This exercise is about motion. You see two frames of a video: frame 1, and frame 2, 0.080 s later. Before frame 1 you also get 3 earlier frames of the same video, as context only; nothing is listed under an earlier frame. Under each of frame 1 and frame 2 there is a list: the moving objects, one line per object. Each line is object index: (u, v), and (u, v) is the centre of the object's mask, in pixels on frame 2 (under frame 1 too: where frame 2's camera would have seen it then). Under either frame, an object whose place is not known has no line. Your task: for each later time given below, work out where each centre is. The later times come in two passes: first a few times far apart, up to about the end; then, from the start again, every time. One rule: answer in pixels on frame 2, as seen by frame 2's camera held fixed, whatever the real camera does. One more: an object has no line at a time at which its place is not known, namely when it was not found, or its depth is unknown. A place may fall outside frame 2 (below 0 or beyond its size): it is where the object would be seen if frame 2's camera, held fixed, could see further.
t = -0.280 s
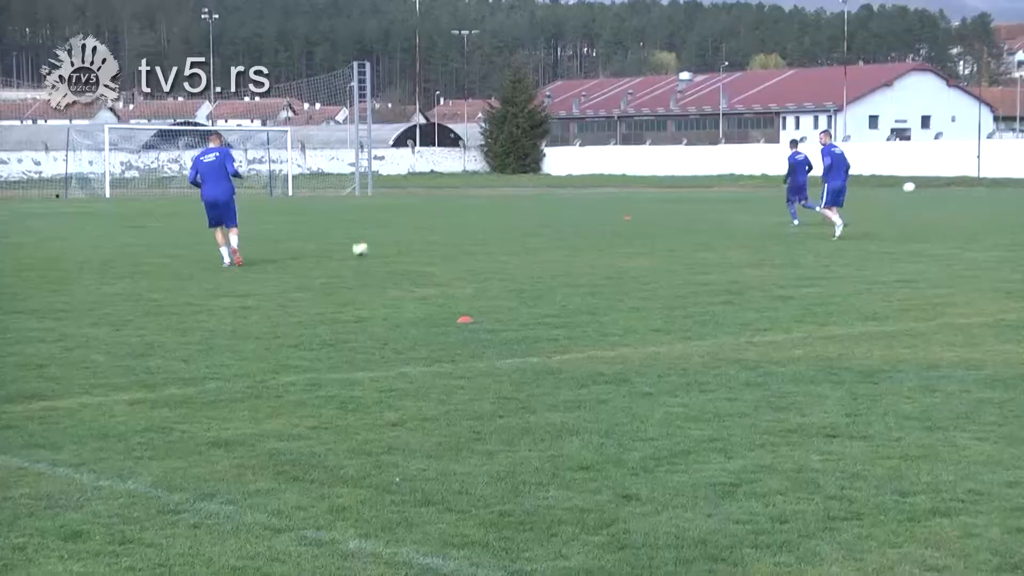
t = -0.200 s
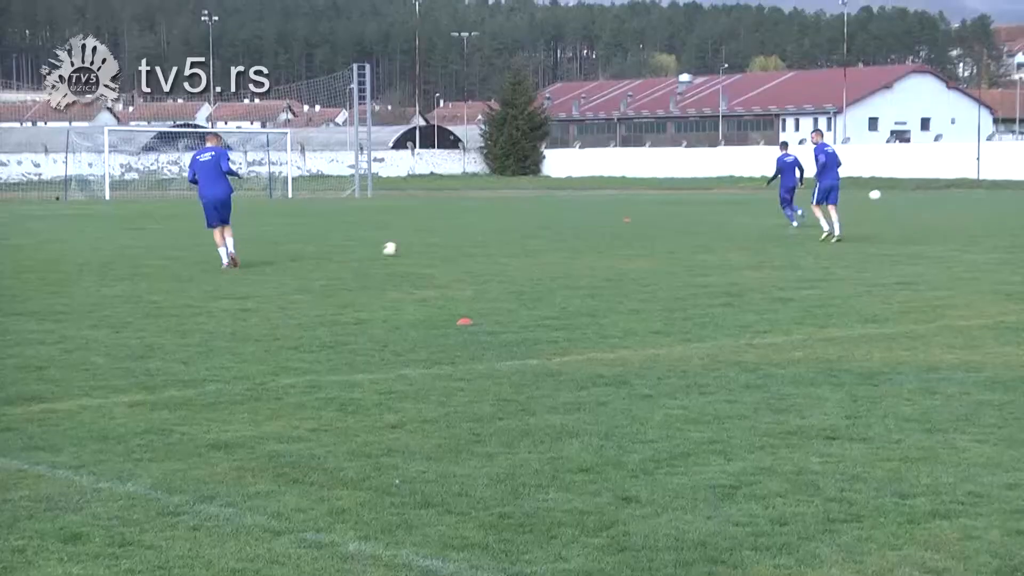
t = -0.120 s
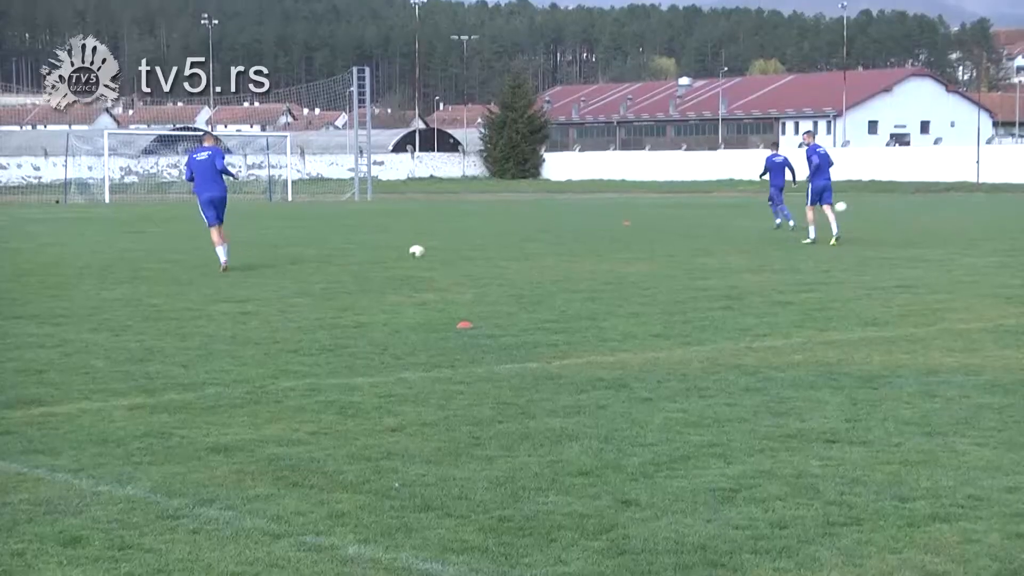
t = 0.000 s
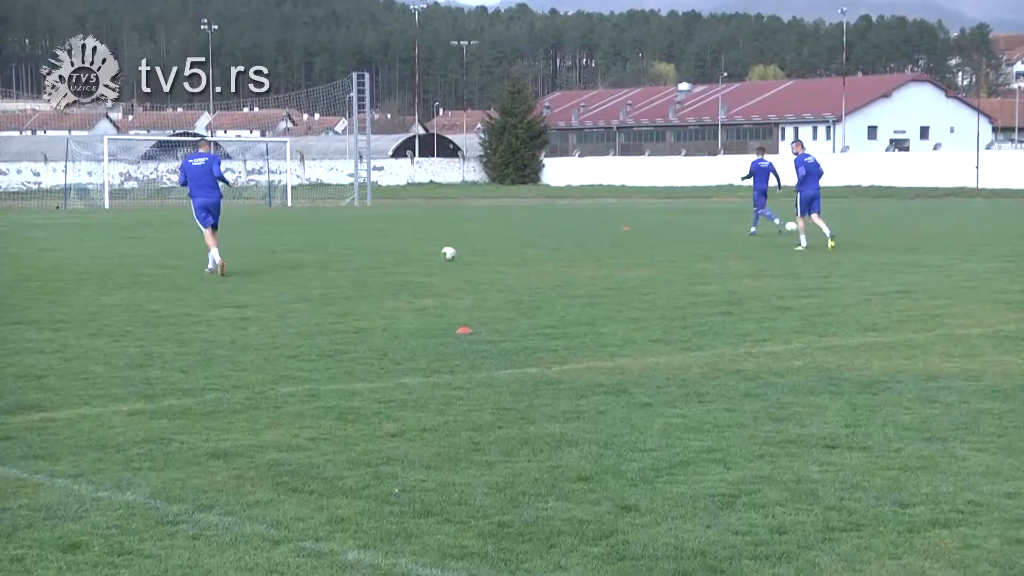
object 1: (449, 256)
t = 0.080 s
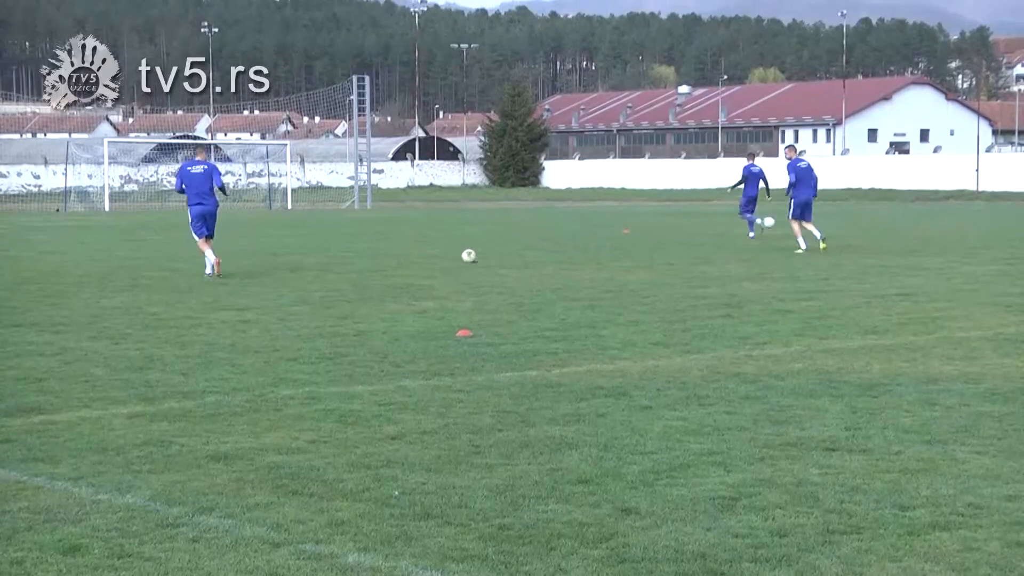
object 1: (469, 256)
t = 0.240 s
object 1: (503, 253)
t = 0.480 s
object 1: (548, 249)
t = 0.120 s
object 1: (477, 255)
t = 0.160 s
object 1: (486, 254)
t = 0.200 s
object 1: (494, 254)
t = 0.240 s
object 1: (503, 253)
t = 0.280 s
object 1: (511, 251)
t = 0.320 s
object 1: (519, 251)
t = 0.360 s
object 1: (526, 251)
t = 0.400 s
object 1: (534, 251)
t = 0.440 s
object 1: (541, 250)
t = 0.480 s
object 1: (548, 249)
